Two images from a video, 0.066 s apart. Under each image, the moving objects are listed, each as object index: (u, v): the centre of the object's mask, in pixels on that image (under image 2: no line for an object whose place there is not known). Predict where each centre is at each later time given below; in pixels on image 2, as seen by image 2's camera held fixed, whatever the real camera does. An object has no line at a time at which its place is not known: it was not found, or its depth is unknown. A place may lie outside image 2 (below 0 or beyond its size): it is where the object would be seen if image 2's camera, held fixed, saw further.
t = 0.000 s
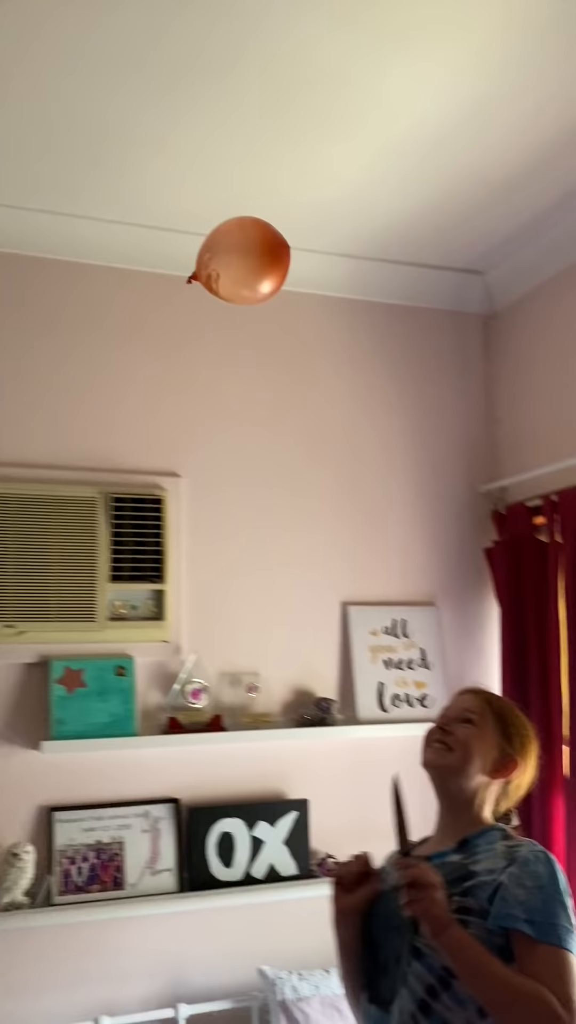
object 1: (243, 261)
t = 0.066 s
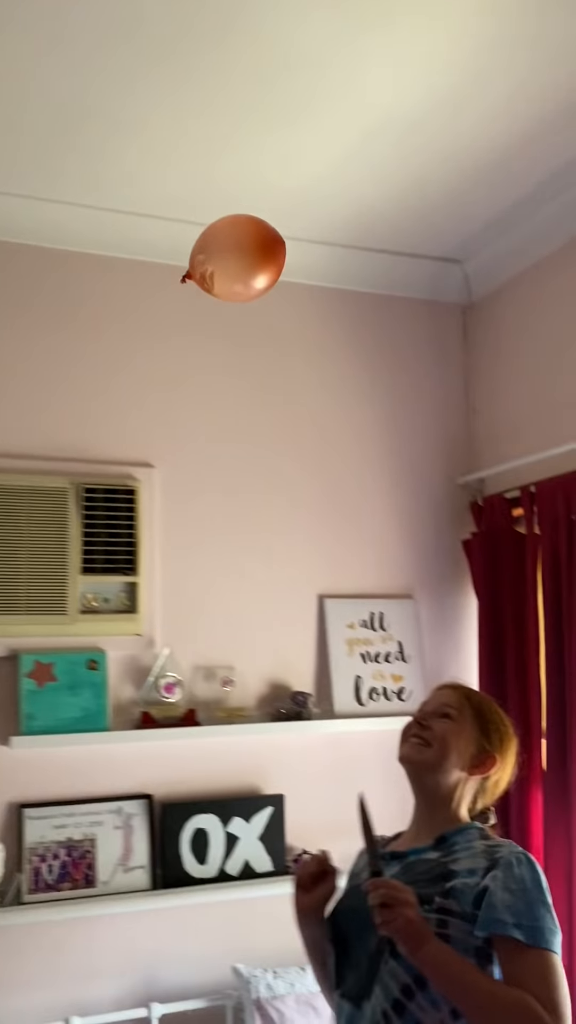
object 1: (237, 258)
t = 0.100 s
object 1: (247, 266)
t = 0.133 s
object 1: (258, 276)
